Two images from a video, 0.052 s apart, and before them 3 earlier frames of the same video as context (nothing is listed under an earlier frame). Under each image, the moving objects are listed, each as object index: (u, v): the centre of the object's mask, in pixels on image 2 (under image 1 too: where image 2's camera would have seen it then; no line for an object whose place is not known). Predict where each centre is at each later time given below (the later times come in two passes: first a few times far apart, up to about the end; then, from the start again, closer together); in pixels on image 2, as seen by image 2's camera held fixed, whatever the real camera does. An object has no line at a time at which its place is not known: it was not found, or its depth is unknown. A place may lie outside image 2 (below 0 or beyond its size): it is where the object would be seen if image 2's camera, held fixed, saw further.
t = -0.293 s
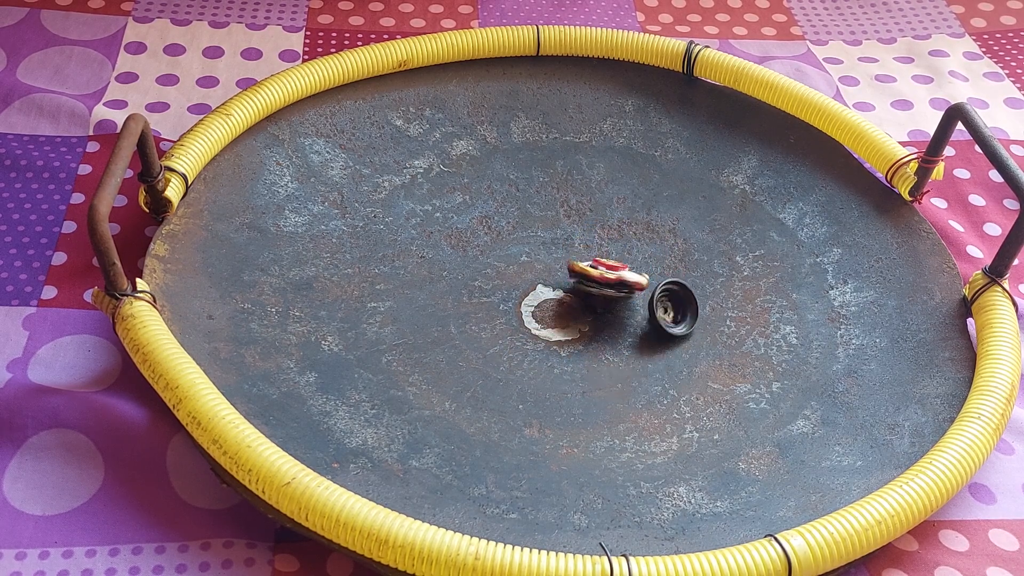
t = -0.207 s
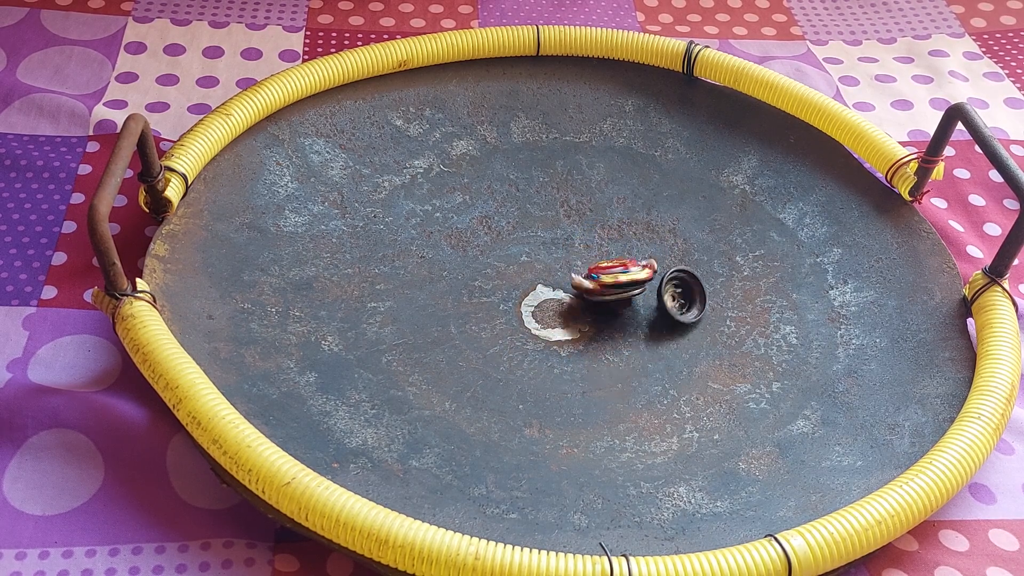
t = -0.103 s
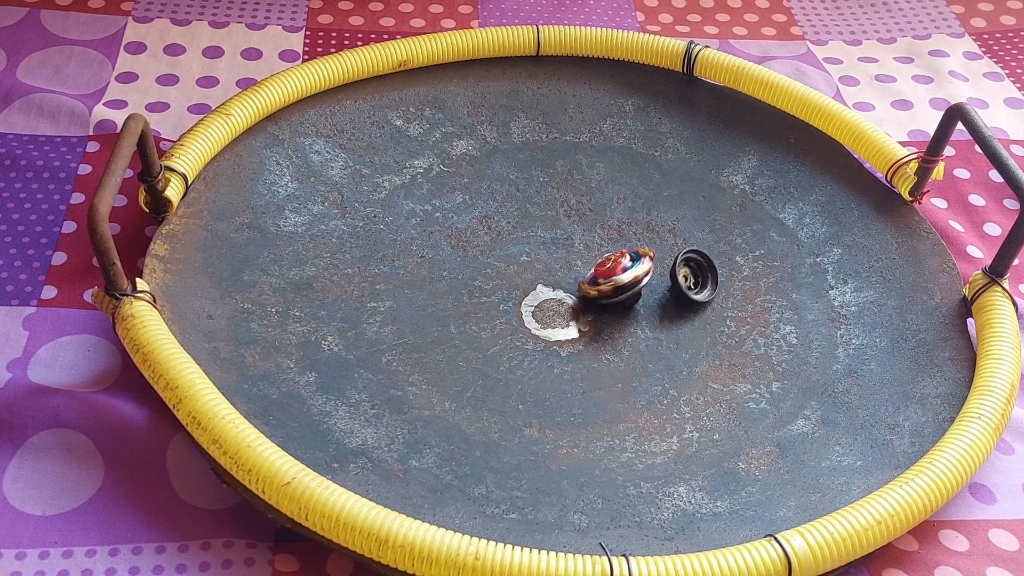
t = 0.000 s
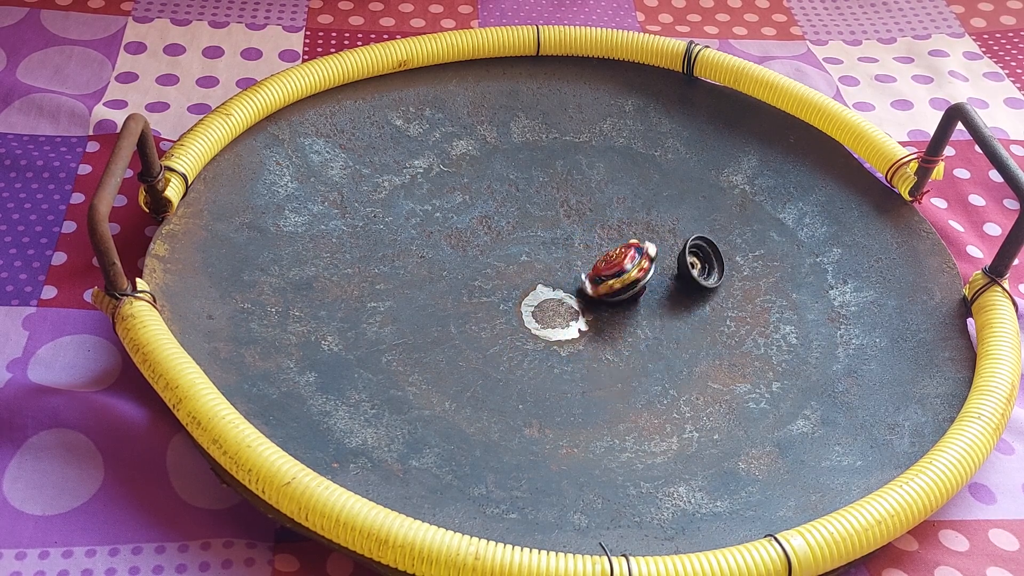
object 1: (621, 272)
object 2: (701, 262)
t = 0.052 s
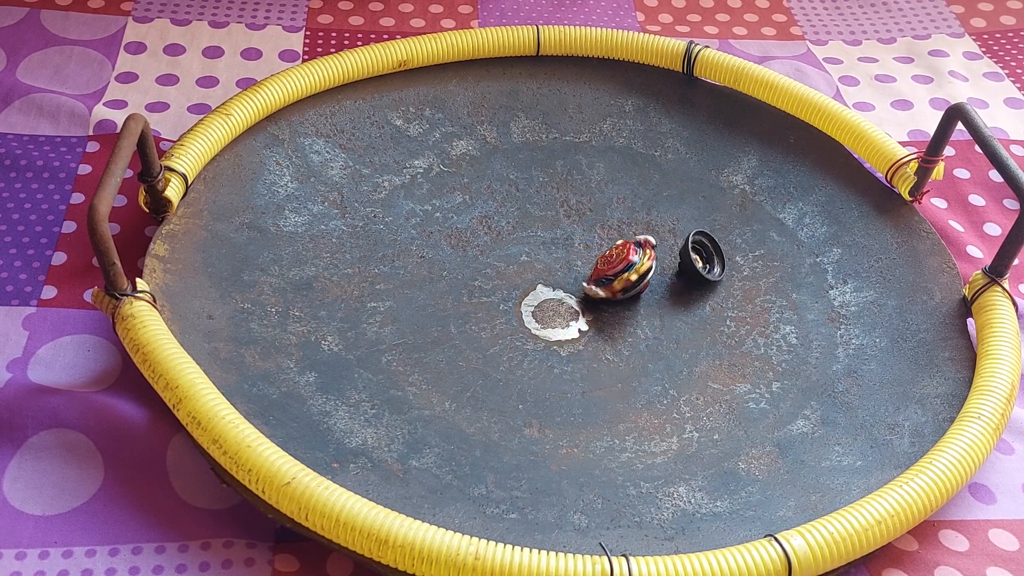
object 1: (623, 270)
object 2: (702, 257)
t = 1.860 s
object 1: (621, 259)
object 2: (675, 272)
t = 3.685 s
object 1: (621, 260)
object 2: (671, 279)
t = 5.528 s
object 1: (621, 260)
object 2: (670, 279)
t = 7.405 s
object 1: (621, 260)
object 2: (671, 278)
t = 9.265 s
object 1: (621, 260)
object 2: (671, 278)
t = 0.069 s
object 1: (623, 269)
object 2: (702, 257)
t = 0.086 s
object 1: (622, 268)
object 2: (701, 256)
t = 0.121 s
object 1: (623, 267)
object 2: (701, 252)
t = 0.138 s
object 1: (622, 266)
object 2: (700, 253)
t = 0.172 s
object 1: (622, 265)
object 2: (699, 251)
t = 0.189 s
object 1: (622, 264)
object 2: (699, 250)
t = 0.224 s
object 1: (622, 263)
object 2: (698, 249)
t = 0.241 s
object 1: (622, 263)
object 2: (698, 249)
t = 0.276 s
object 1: (622, 261)
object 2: (697, 248)
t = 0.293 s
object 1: (622, 261)
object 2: (697, 248)
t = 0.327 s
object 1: (622, 259)
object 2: (697, 246)
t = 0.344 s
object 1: (622, 258)
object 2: (697, 247)
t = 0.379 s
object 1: (622, 257)
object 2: (697, 247)
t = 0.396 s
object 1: (622, 257)
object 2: (698, 248)
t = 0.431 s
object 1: (622, 256)
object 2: (698, 249)
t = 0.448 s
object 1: (623, 256)
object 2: (698, 249)
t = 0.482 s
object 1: (623, 256)
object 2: (699, 249)
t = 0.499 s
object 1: (623, 256)
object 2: (700, 249)
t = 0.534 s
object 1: (623, 256)
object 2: (700, 252)
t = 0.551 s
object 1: (623, 256)
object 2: (700, 253)
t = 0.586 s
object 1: (622, 256)
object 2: (701, 253)
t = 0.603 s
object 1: (622, 257)
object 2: (701, 256)
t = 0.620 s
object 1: (622, 257)
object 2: (701, 257)
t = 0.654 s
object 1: (622, 258)
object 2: (701, 260)
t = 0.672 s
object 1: (622, 259)
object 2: (700, 261)
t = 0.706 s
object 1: (622, 260)
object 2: (698, 263)
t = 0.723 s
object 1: (622, 261)
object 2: (695, 266)
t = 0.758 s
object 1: (622, 262)
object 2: (689, 269)
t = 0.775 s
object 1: (622, 263)
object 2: (685, 270)
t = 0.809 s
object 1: (622, 263)
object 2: (682, 273)
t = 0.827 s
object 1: (621, 264)
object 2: (681, 273)
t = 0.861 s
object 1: (621, 264)
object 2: (681, 273)
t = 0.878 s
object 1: (621, 264)
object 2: (681, 273)
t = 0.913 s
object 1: (621, 265)
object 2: (681, 271)
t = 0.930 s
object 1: (621, 265)
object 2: (681, 270)
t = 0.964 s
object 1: (621, 264)
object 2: (680, 269)
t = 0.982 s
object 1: (621, 265)
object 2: (680, 268)
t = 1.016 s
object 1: (621, 264)
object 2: (680, 268)
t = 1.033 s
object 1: (621, 264)
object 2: (680, 268)
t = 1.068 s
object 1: (622, 264)
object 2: (680, 268)
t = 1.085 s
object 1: (622, 264)
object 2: (680, 268)
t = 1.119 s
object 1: (622, 264)
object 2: (680, 268)
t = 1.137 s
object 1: (621, 264)
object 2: (680, 268)
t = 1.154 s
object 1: (621, 264)
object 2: (680, 268)
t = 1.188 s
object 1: (621, 263)
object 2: (680, 268)
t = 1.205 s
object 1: (621, 263)
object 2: (680, 268)
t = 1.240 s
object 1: (621, 263)
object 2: (679, 268)
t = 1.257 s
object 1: (621, 262)
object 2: (679, 268)
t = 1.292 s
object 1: (621, 261)
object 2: (679, 268)
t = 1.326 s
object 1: (621, 261)
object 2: (679, 268)
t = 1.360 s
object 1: (621, 259)
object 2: (679, 268)
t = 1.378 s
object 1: (621, 259)
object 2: (679, 269)
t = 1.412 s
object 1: (622, 258)
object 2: (678, 269)
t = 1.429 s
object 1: (621, 258)
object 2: (678, 269)
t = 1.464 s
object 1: (622, 258)
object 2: (678, 269)
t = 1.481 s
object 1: (622, 258)
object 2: (678, 269)
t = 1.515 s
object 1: (622, 258)
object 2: (678, 269)
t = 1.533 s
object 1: (621, 259)
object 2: (678, 269)
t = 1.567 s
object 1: (621, 260)
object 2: (678, 269)
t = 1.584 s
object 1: (621, 260)
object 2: (678, 269)
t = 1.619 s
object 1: (621, 261)
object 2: (677, 269)
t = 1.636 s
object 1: (621, 261)
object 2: (677, 269)
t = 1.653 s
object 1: (621, 261)
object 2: (677, 269)
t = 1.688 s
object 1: (621, 261)
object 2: (677, 270)
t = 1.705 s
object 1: (621, 261)
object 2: (676, 270)
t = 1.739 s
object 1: (621, 261)
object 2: (676, 270)
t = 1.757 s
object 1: (621, 260)
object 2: (676, 270)
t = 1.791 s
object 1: (621, 260)
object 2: (676, 270)
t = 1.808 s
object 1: (621, 259)
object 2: (676, 271)
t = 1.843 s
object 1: (621, 259)
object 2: (675, 272)
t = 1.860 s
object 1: (621, 259)
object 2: (675, 272)
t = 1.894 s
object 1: (621, 260)
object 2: (674, 273)
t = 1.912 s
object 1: (621, 260)
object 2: (674, 273)
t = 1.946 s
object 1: (621, 261)
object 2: (673, 274)
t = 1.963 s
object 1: (621, 261)
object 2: (673, 274)
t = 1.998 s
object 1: (621, 261)
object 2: (673, 274)
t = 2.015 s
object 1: (621, 261)
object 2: (673, 274)
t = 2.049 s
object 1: (621, 260)
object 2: (673, 276)
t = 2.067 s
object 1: (621, 259)
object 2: (673, 276)
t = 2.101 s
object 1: (621, 259)
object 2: (672, 278)
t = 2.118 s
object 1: (621, 259)
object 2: (672, 278)
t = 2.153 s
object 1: (621, 259)
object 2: (672, 278)
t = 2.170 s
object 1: (621, 259)
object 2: (672, 278)
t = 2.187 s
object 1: (621, 259)
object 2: (672, 278)
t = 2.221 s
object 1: (621, 259)
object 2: (671, 277)
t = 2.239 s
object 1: (621, 259)
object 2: (671, 277)
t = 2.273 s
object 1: (621, 259)
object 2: (671, 278)
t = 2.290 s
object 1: (621, 260)
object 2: (671, 278)
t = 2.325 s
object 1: (621, 260)
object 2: (671, 279)
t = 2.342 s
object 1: (621, 260)
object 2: (671, 279)
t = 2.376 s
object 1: (621, 260)
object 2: (671, 279)
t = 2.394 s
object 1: (621, 260)
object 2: (670, 279)
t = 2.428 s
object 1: (621, 260)
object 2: (671, 279)
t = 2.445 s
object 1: (621, 260)
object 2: (671, 279)
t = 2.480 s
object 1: (621, 260)
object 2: (671, 278)
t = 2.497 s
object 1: (621, 260)
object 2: (671, 278)
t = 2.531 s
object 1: (621, 260)
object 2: (671, 278)
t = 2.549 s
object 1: (621, 260)
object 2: (671, 279)
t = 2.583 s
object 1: (621, 260)
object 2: (671, 279)
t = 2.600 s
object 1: (621, 260)
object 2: (671, 278)
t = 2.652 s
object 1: (621, 260)
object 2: (671, 279)
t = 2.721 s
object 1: (621, 260)
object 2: (671, 278)
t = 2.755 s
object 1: (621, 260)
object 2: (671, 278)
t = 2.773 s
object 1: (621, 260)
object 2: (671, 279)
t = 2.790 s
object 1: (621, 260)
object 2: (671, 279)
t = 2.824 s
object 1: (621, 260)
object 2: (671, 279)
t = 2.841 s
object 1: (621, 260)
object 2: (671, 278)
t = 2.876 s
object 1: (621, 260)
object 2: (671, 278)
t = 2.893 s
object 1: (621, 260)
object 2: (671, 278)
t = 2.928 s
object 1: (621, 260)
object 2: (671, 278)
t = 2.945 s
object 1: (621, 260)
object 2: (671, 278)
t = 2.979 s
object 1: (621, 260)
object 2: (671, 278)
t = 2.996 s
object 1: (621, 260)
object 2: (671, 279)
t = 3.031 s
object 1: (621, 260)
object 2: (671, 278)
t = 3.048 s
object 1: (621, 260)
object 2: (671, 279)
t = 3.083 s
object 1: (621, 260)
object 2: (671, 278)
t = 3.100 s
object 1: (621, 260)
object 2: (671, 278)
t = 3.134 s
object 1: (621, 260)
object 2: (671, 278)
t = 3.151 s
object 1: (621, 260)
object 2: (671, 278)
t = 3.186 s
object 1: (621, 260)
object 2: (671, 278)
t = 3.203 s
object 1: (621, 260)
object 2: (671, 279)
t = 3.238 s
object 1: (621, 260)
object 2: (671, 279)
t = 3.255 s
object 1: (621, 260)
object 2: (671, 278)
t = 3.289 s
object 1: (621, 260)
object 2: (671, 279)
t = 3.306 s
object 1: (621, 260)
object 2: (671, 278)
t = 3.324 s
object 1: (621, 260)
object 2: (671, 278)
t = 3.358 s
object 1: (621, 260)
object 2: (671, 279)
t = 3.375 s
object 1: (621, 260)
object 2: (671, 279)
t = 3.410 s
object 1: (621, 260)
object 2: (671, 278)
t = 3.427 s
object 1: (621, 260)
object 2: (671, 279)
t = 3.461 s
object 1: (621, 260)
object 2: (671, 278)
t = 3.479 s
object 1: (621, 260)
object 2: (671, 279)
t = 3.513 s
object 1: (621, 260)
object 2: (671, 278)
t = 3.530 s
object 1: (621, 260)
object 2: (671, 279)
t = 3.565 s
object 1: (621, 260)
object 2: (671, 279)
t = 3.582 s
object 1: (621, 260)
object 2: (671, 278)
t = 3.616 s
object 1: (621, 260)
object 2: (671, 278)
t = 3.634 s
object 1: (621, 260)
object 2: (671, 278)
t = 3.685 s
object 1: (621, 260)
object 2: (671, 279)
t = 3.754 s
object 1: (621, 260)
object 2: (671, 278)
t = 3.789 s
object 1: (621, 260)
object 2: (671, 278)
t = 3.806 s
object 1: (621, 260)
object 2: (671, 278)
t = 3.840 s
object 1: (621, 260)
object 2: (671, 278)
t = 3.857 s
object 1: (621, 260)
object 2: (671, 279)
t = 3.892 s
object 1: (621, 260)
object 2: (671, 279)
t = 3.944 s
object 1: (621, 260)
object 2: (671, 278)
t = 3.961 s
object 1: (621, 260)
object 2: (671, 279)
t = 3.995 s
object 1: (621, 260)
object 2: (671, 278)
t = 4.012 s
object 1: (621, 260)
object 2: (671, 279)
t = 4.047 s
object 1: (621, 260)
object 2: (671, 278)
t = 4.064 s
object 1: (621, 260)
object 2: (671, 279)
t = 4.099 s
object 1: (621, 260)
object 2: (671, 279)
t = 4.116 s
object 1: (621, 260)
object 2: (671, 278)
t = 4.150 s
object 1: (621, 260)
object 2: (671, 279)
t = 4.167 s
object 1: (621, 260)
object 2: (671, 278)
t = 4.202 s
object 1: (621, 260)
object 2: (671, 278)
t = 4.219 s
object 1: (621, 260)
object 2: (671, 279)
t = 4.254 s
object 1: (621, 260)
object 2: (671, 278)
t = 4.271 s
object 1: (621, 260)
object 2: (671, 279)
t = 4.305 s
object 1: (621, 260)
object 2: (671, 279)
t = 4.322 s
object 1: (621, 260)
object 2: (671, 278)
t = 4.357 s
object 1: (621, 260)
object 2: (671, 278)
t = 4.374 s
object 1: (621, 260)
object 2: (671, 279)
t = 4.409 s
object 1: (621, 260)
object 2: (671, 278)
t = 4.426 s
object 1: (621, 260)
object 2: (671, 279)
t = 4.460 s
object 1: (621, 260)
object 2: (671, 279)
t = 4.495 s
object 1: (621, 260)
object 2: (671, 279)
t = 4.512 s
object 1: (621, 260)
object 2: (671, 279)
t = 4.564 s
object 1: (621, 260)
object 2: (671, 278)
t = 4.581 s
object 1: (621, 260)
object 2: (671, 279)
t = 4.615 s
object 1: (621, 260)
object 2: (671, 278)
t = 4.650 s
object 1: (621, 260)
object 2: (671, 278)
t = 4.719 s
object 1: (621, 260)
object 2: (671, 279)
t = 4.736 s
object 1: (621, 260)
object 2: (671, 278)
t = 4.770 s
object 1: (621, 260)
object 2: (671, 278)
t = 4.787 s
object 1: (621, 260)
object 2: (671, 279)
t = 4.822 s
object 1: (621, 260)
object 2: (671, 279)
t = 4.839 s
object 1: (621, 260)
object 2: (671, 279)
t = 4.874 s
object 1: (621, 260)
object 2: (671, 279)
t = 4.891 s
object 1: (621, 260)
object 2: (671, 278)
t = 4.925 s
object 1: (621, 260)
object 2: (671, 278)
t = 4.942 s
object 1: (621, 260)
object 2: (671, 279)
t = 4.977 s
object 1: (621, 260)
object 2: (671, 278)
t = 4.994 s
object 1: (621, 260)
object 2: (671, 279)
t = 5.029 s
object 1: (621, 260)
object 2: (671, 279)
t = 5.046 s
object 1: (621, 260)
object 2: (671, 278)
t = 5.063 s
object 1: (621, 260)
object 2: (671, 279)
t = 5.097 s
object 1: (621, 260)
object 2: (671, 278)
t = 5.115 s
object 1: (621, 260)
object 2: (671, 279)
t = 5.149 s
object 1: (621, 260)
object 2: (671, 279)
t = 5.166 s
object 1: (621, 260)
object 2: (671, 278)
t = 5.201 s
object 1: (621, 260)
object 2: (671, 279)
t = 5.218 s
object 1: (621, 260)
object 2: (671, 278)
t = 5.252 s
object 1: (621, 260)
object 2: (671, 278)
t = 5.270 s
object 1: (621, 260)
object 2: (671, 279)
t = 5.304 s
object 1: (621, 260)
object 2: (671, 279)
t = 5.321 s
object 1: (621, 260)
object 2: (671, 279)
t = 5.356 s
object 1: (621, 260)
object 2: (671, 278)
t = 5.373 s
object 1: (621, 260)
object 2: (670, 278)
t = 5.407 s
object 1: (621, 260)
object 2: (670, 279)
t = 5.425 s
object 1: (621, 260)
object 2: (670, 279)
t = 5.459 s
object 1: (621, 260)
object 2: (670, 279)
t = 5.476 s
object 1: (621, 260)
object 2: (670, 279)
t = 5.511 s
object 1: (621, 260)
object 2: (670, 279)
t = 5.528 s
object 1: (621, 260)
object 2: (670, 279)
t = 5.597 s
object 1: (621, 260)
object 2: (670, 279)
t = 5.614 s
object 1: (621, 260)
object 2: (671, 278)
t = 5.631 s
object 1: (621, 260)
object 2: (670, 279)
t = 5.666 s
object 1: (621, 260)
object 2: (671, 278)
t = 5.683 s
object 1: (621, 260)
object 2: (670, 279)
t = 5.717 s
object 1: (621, 260)
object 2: (670, 279)
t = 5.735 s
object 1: (621, 260)
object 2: (670, 279)
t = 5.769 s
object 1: (621, 260)
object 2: (671, 278)
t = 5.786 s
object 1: (621, 260)
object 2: (670, 279)
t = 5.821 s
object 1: (621, 260)
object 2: (670, 279)
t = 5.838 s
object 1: (621, 260)
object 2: (671, 278)
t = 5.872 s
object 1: (621, 260)
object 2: (671, 278)
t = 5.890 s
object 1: (621, 260)
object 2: (671, 279)
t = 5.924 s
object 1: (621, 260)
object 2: (671, 279)
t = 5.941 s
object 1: (621, 260)
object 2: (671, 278)
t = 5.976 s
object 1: (621, 260)
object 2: (670, 279)
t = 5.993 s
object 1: (621, 260)
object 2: (671, 278)
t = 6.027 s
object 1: (621, 260)
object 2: (671, 278)
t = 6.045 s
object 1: (621, 260)
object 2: (671, 279)
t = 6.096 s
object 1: (621, 260)
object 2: (670, 279)
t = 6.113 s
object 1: (621, 260)
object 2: (671, 278)
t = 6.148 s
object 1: (621, 260)
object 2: (671, 278)
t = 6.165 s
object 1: (621, 260)
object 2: (671, 279)
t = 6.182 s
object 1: (621, 260)
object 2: (671, 278)
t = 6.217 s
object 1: (621, 260)
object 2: (671, 278)
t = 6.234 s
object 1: (621, 260)
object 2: (671, 279)
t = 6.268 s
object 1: (621, 260)
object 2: (671, 279)
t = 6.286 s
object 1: (621, 260)
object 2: (671, 278)
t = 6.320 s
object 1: (621, 260)
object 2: (671, 278)
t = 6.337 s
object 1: (621, 260)
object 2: (671, 279)
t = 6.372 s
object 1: (621, 260)
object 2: (671, 279)
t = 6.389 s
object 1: (621, 260)
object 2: (671, 279)
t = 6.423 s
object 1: (621, 260)
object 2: (671, 278)
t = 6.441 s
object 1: (621, 260)
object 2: (671, 278)
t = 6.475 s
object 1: (621, 260)
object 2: (671, 278)
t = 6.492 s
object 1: (621, 260)
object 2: (671, 279)
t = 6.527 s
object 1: (621, 260)
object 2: (671, 278)
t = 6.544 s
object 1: (621, 260)
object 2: (671, 278)
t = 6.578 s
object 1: (621, 260)
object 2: (671, 278)
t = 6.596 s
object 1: (621, 260)
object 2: (670, 279)
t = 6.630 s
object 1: (621, 260)
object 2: (671, 279)
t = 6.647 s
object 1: (621, 260)
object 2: (670, 279)
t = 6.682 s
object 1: (621, 260)
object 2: (671, 278)
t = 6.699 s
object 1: (621, 260)
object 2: (670, 279)
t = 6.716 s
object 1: (621, 260)
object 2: (670, 279)
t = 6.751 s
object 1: (621, 260)
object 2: (670, 279)
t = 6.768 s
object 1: (621, 260)
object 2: (670, 279)
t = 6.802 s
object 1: (621, 260)
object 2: (671, 278)
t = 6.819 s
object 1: (621, 260)
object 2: (670, 279)
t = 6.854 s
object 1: (621, 260)
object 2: (670, 279)
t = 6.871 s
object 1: (621, 260)
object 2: (671, 278)
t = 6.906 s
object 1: (621, 260)
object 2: (671, 278)
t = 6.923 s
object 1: (621, 260)
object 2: (670, 279)
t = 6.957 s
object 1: (621, 260)
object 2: (670, 279)
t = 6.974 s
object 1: (621, 260)
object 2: (671, 278)
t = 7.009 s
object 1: (621, 260)
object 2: (671, 278)
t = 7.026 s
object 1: (621, 260)
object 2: (671, 278)
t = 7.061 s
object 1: (621, 260)
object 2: (671, 278)
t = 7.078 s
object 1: (621, 260)
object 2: (671, 278)
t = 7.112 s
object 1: (621, 260)
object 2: (671, 278)
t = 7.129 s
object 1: (621, 260)
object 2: (671, 278)
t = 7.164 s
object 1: (621, 260)
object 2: (671, 278)
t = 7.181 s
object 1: (621, 260)
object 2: (671, 278)
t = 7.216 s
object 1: (621, 260)
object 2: (670, 279)
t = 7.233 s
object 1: (621, 260)
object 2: (671, 278)
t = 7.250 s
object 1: (621, 260)
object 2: (670, 279)
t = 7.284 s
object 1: (621, 260)
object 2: (671, 278)
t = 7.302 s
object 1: (621, 260)
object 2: (671, 278)
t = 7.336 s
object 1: (621, 260)
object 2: (671, 278)
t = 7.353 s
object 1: (621, 260)
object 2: (671, 278)
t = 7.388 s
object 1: (621, 260)
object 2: (671, 278)
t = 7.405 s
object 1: (621, 260)
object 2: (671, 278)
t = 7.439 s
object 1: (621, 260)
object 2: (671, 278)
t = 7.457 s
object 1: (621, 260)
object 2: (670, 279)
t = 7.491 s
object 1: (621, 260)
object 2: (670, 279)
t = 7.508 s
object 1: (621, 260)
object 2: (671, 278)
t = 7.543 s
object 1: (621, 260)
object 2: (670, 279)
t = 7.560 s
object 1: (621, 260)
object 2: (671, 278)
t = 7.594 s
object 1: (621, 260)
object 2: (671, 278)
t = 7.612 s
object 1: (621, 260)
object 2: (670, 279)
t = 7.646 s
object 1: (621, 260)
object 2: (670, 279)
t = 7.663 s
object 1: (621, 260)
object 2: (670, 279)
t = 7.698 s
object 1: (621, 260)
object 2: (670, 279)
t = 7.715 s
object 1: (621, 260)
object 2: (671, 278)
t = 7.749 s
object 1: (621, 260)
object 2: (671, 278)
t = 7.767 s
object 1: (621, 260)
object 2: (670, 279)
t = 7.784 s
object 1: (621, 260)
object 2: (670, 279)
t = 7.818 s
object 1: (621, 260)
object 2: (670, 279)
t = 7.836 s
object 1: (621, 260)
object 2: (671, 278)
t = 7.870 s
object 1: (621, 260)
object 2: (670, 279)
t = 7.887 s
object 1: (621, 260)
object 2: (670, 279)
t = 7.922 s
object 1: (621, 260)
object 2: (671, 278)
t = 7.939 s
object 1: (621, 260)
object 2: (671, 278)
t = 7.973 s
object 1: (621, 260)
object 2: (670, 279)
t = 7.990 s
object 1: (621, 260)
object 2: (671, 278)
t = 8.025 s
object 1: (621, 260)
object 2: (670, 279)
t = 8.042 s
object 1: (621, 260)
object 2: (670, 279)
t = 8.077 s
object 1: (621, 260)
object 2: (671, 278)
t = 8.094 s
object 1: (621, 260)
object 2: (670, 279)
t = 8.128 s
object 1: (621, 260)
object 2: (671, 278)
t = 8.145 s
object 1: (621, 260)
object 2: (670, 279)
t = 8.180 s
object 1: (621, 260)
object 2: (671, 278)
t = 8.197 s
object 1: (621, 260)
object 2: (670, 279)
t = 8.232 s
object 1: (621, 260)
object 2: (670, 279)
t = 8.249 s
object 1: (621, 260)
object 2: (671, 278)
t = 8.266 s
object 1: (621, 260)
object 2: (671, 278)
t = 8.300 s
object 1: (621, 260)
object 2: (671, 278)
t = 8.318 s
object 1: (621, 260)
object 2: (670, 279)
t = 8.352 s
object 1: (621, 260)
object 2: (670, 279)
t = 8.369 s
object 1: (621, 260)
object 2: (671, 278)
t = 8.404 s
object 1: (621, 260)
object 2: (671, 278)
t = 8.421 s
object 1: (621, 260)
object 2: (670, 279)
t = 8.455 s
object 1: (621, 260)
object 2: (670, 279)
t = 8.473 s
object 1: (621, 260)
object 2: (671, 278)
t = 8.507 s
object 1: (621, 260)
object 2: (671, 278)
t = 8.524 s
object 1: (621, 260)
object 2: (670, 279)
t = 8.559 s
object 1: (621, 260)
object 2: (670, 279)
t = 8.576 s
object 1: (621, 260)
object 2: (671, 278)
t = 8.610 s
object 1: (621, 260)
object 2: (671, 278)
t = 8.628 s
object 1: (621, 260)
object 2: (670, 279)
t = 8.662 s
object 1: (621, 260)
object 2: (670, 279)
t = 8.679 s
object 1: (621, 260)
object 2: (671, 278)
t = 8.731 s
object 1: (621, 260)
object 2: (671, 278)
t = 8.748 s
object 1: (621, 260)
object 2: (670, 279)
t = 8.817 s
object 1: (621, 260)
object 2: (671, 278)
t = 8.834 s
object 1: (621, 260)
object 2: (670, 279)
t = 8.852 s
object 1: (621, 260)
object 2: (671, 278)
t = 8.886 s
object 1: (621, 260)
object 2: (670, 279)
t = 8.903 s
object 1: (621, 260)
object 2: (671, 278)
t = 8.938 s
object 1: (621, 260)
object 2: (671, 278)
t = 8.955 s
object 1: (621, 260)
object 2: (671, 278)
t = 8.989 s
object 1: (621, 260)
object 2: (671, 279)
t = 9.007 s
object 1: (621, 260)
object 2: (671, 278)
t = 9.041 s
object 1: (621, 260)
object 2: (671, 278)
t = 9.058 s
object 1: (621, 260)
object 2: (671, 278)
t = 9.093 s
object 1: (621, 260)
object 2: (671, 279)
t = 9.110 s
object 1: (621, 260)
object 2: (671, 279)
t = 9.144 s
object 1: (621, 260)
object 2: (671, 278)
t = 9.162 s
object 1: (621, 260)
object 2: (671, 278)
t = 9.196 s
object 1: (621, 260)
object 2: (671, 278)
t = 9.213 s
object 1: (621, 260)
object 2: (670, 279)
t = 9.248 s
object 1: (621, 260)
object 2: (671, 279)
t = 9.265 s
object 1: (621, 260)
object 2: (671, 278)
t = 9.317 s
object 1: (621, 260)
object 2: (671, 279)
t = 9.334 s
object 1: (621, 260)
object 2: (671, 279)
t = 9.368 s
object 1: (621, 260)
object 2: (671, 278)
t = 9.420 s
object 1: (621, 260)
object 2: (671, 278)
